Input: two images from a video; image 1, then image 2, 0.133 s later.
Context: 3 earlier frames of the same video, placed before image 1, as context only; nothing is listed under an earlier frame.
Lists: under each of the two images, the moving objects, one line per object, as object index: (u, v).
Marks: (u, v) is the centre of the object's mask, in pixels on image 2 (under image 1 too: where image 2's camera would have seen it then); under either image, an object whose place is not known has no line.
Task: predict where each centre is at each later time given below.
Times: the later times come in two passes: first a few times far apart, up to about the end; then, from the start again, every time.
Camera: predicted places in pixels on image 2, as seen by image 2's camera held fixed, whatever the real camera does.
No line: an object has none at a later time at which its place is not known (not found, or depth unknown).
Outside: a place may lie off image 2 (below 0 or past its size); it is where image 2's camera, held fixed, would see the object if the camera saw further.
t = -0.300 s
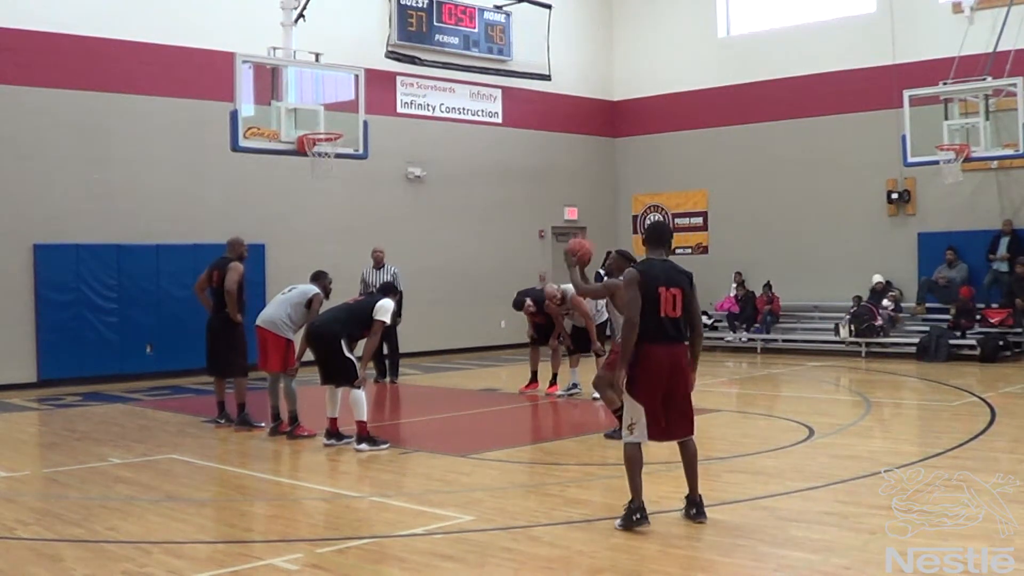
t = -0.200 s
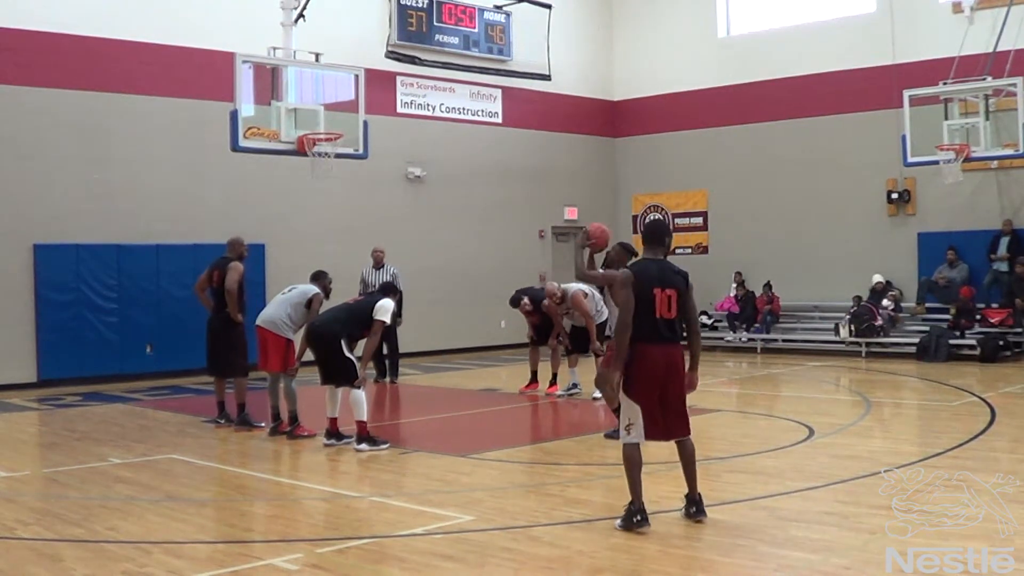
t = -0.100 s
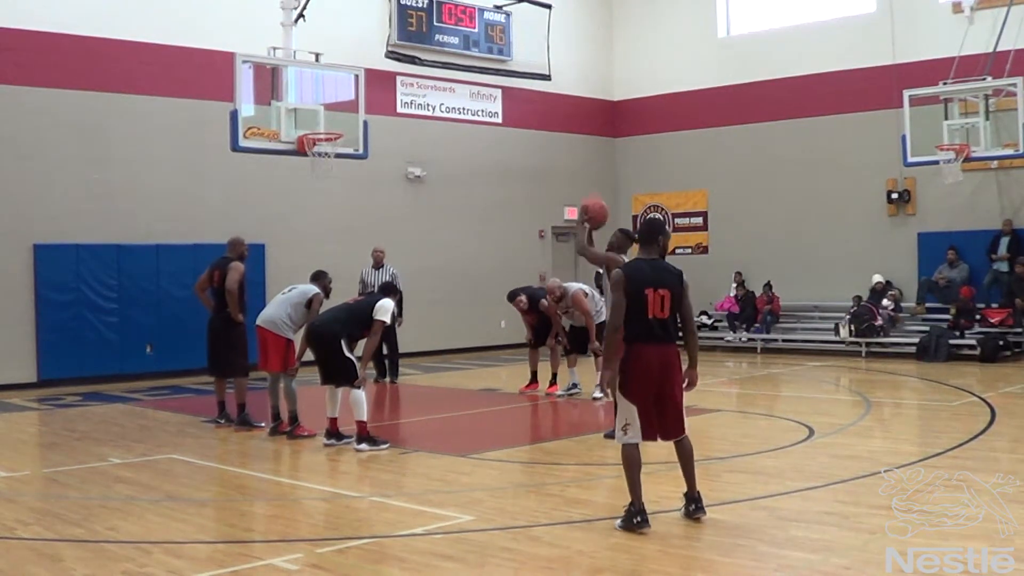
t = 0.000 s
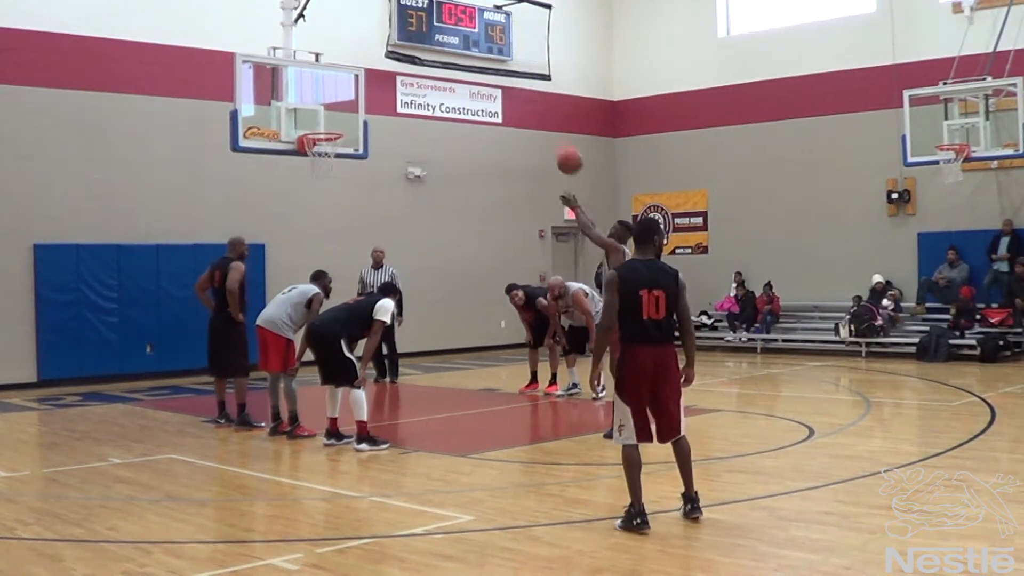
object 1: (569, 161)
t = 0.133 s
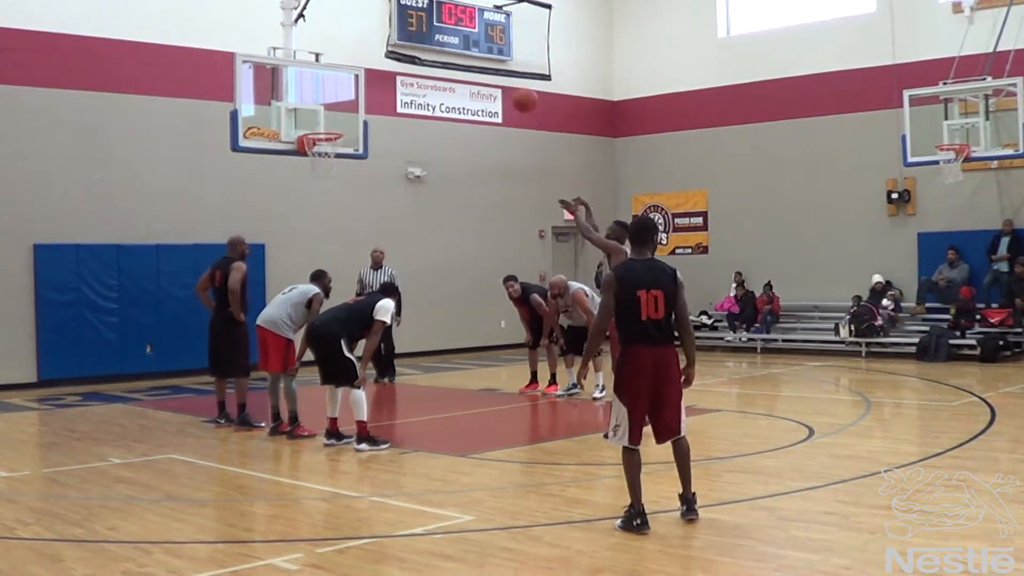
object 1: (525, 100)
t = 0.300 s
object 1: (472, 54)
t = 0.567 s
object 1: (402, 40)
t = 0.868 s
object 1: (334, 98)
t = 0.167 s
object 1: (514, 88)
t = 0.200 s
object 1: (503, 78)
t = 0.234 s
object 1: (493, 69)
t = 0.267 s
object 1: (482, 60)
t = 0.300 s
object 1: (472, 54)
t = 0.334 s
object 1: (463, 48)
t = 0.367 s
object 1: (454, 44)
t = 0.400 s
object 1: (444, 41)
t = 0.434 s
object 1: (436, 38)
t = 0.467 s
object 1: (427, 37)
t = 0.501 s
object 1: (419, 37)
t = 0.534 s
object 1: (411, 38)
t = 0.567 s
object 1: (402, 40)
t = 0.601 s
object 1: (394, 43)
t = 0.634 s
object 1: (386, 47)
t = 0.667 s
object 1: (378, 52)
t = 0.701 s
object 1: (371, 57)
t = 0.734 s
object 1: (363, 64)
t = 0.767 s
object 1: (355, 71)
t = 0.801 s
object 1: (348, 79)
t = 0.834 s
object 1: (341, 89)
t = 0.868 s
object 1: (334, 98)
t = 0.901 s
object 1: (326, 109)
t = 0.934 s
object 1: (320, 121)
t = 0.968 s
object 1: (313, 136)
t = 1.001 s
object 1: (316, 143)
